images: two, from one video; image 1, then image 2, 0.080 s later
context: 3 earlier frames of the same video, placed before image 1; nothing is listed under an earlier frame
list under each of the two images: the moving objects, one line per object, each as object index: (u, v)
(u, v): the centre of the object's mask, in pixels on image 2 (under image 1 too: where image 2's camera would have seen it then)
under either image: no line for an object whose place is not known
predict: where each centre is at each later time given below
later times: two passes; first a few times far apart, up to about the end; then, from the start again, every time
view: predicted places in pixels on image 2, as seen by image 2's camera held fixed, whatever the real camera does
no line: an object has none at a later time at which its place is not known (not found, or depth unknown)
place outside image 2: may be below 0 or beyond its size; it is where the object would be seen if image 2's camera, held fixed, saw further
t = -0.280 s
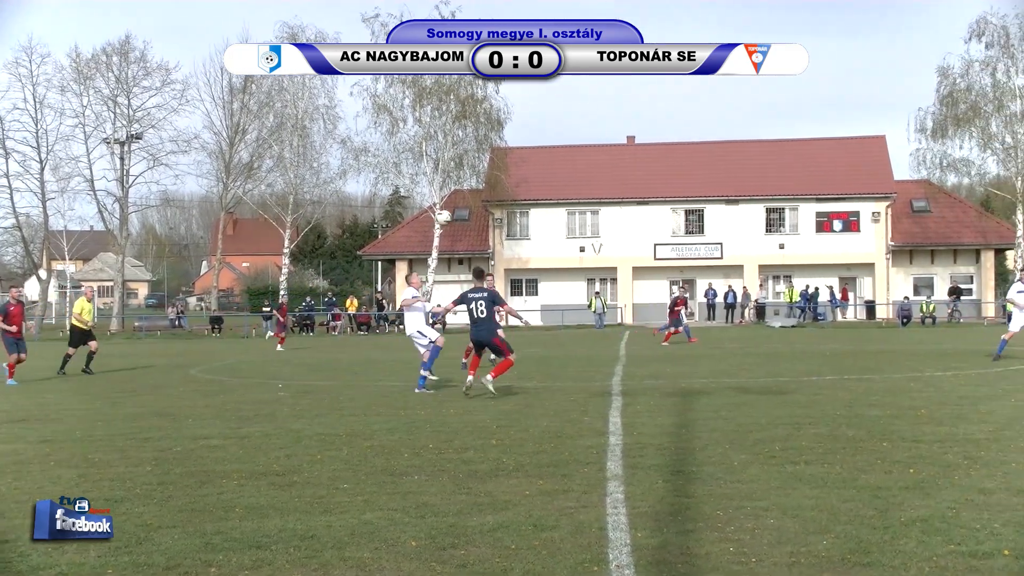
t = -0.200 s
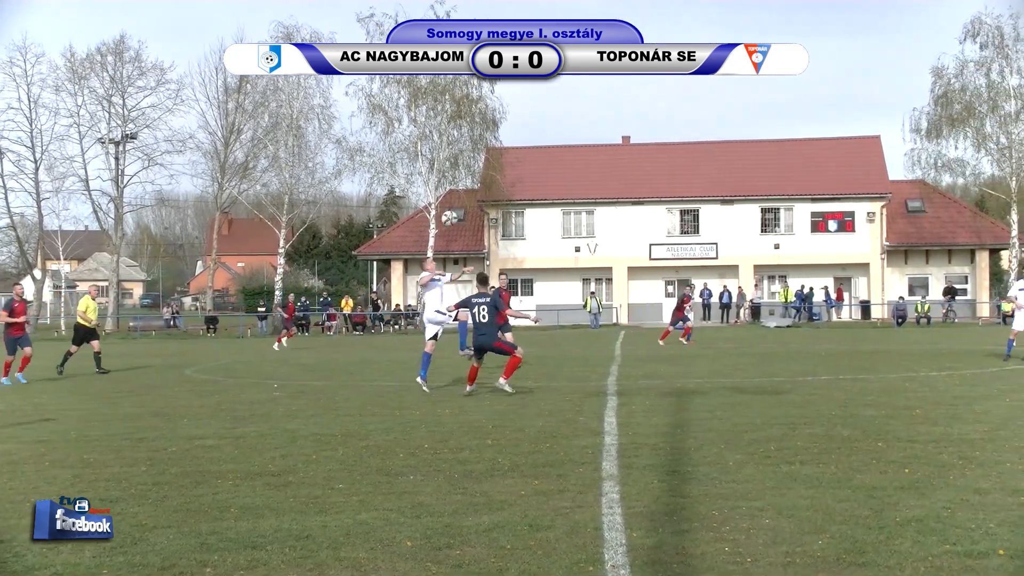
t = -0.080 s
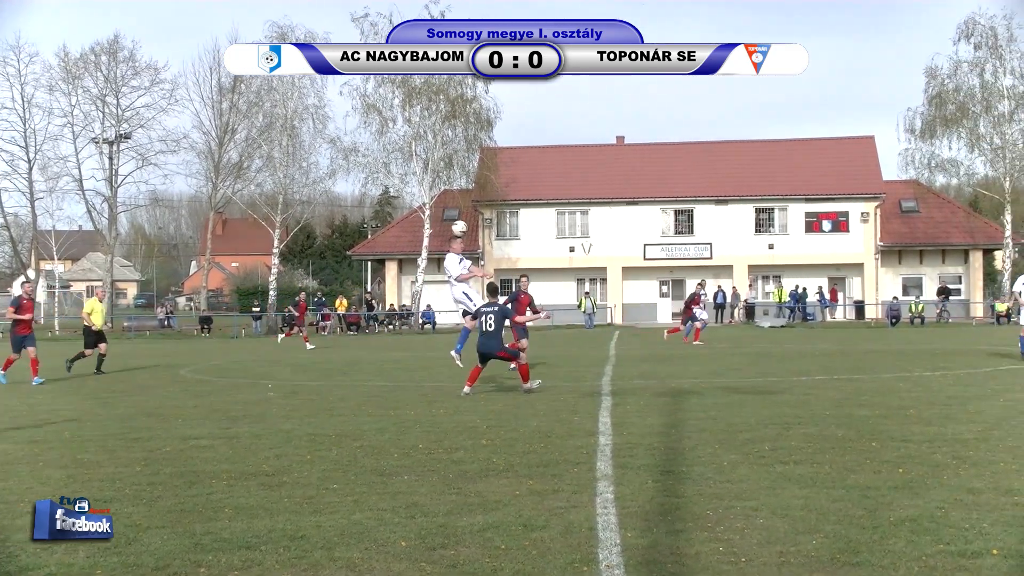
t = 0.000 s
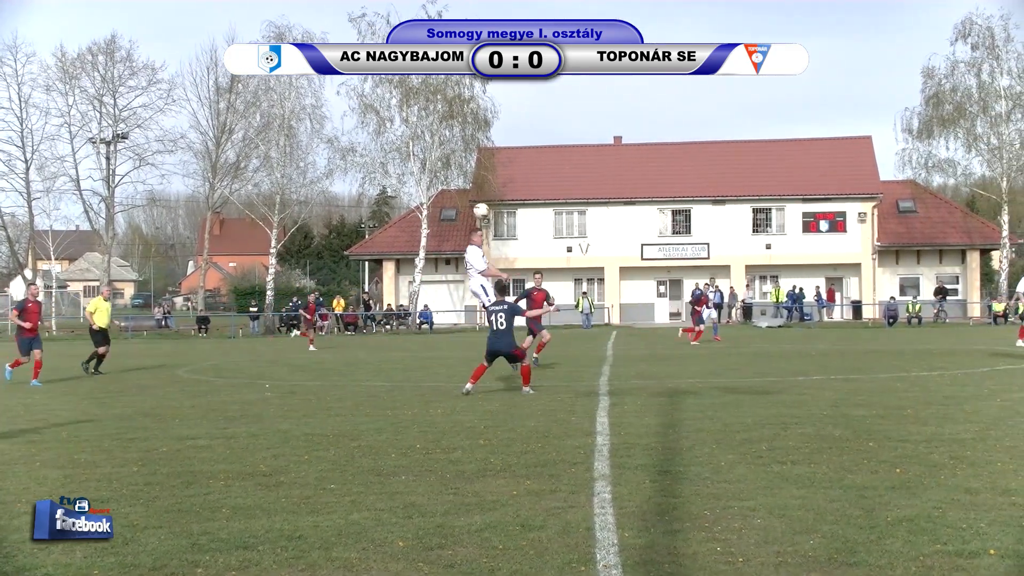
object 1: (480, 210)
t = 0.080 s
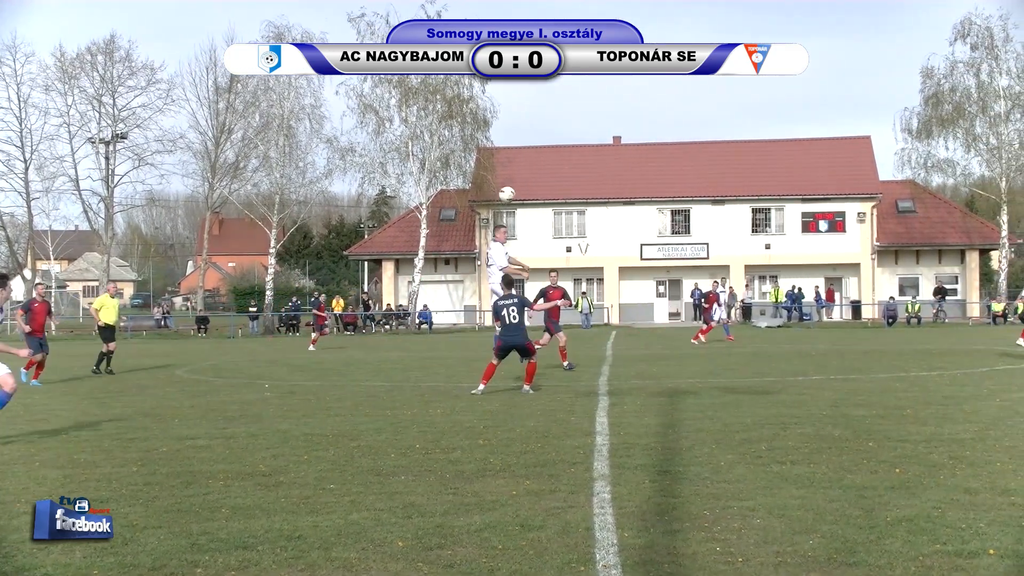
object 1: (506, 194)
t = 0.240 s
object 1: (562, 173)
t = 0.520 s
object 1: (671, 189)
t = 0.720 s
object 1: (751, 241)
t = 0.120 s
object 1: (520, 187)
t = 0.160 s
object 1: (534, 182)
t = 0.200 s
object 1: (548, 178)
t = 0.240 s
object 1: (562, 173)
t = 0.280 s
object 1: (578, 173)
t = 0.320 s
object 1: (593, 172)
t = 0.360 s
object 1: (608, 172)
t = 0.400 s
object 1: (623, 175)
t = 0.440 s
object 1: (639, 178)
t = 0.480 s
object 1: (655, 183)
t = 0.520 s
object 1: (671, 189)
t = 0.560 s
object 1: (688, 197)
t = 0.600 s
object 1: (705, 206)
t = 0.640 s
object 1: (720, 217)
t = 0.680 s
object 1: (737, 228)
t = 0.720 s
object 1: (751, 241)
